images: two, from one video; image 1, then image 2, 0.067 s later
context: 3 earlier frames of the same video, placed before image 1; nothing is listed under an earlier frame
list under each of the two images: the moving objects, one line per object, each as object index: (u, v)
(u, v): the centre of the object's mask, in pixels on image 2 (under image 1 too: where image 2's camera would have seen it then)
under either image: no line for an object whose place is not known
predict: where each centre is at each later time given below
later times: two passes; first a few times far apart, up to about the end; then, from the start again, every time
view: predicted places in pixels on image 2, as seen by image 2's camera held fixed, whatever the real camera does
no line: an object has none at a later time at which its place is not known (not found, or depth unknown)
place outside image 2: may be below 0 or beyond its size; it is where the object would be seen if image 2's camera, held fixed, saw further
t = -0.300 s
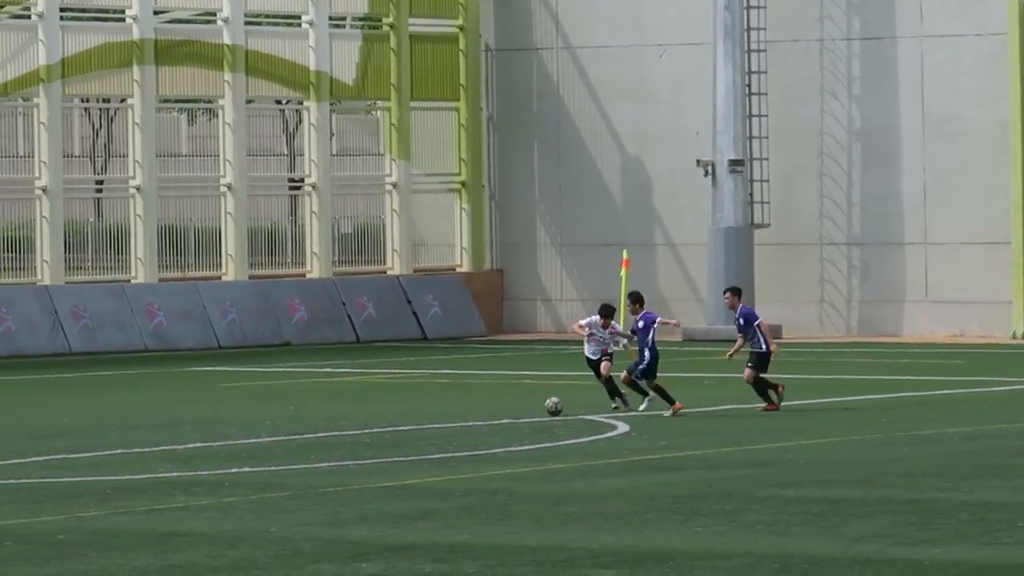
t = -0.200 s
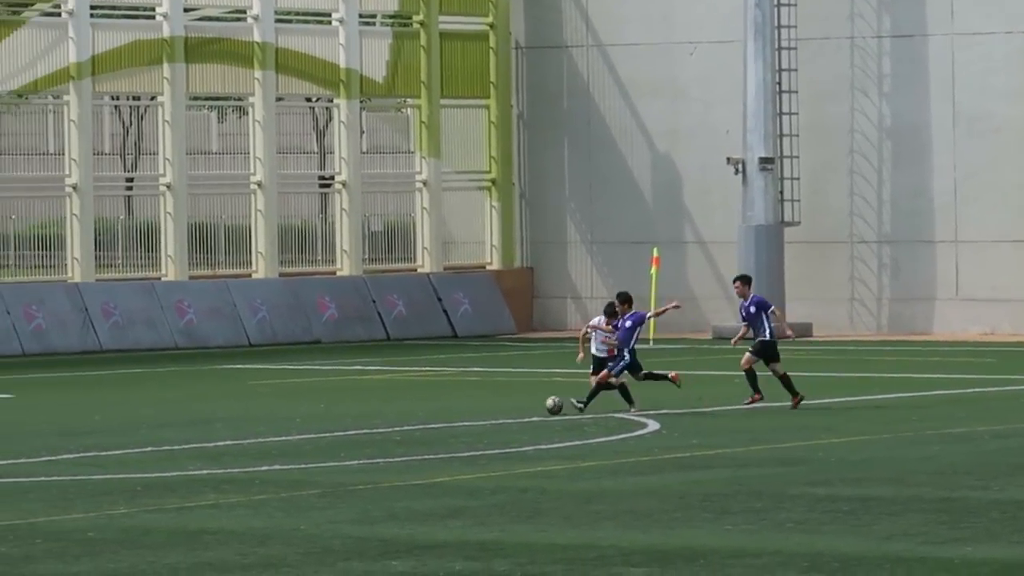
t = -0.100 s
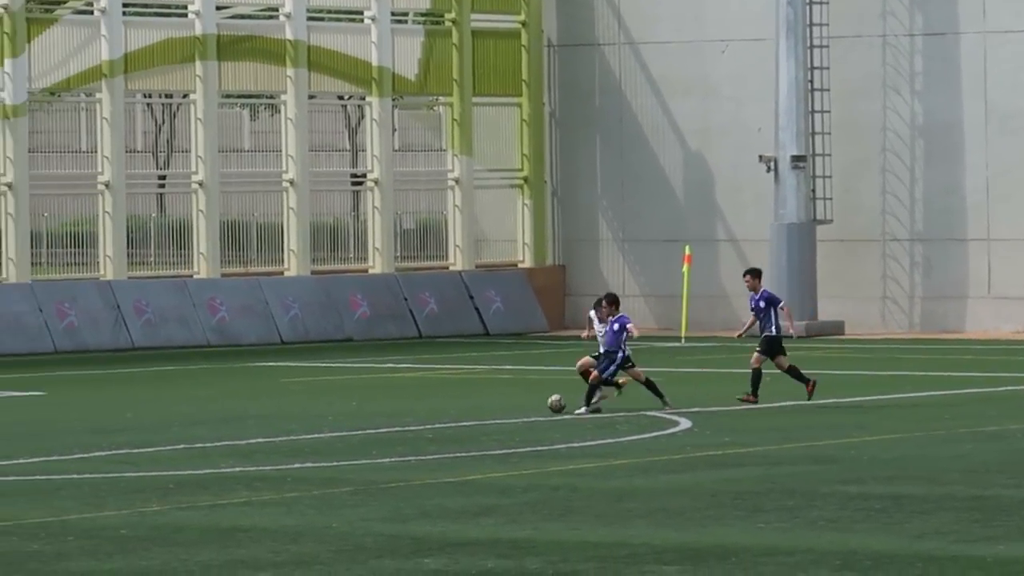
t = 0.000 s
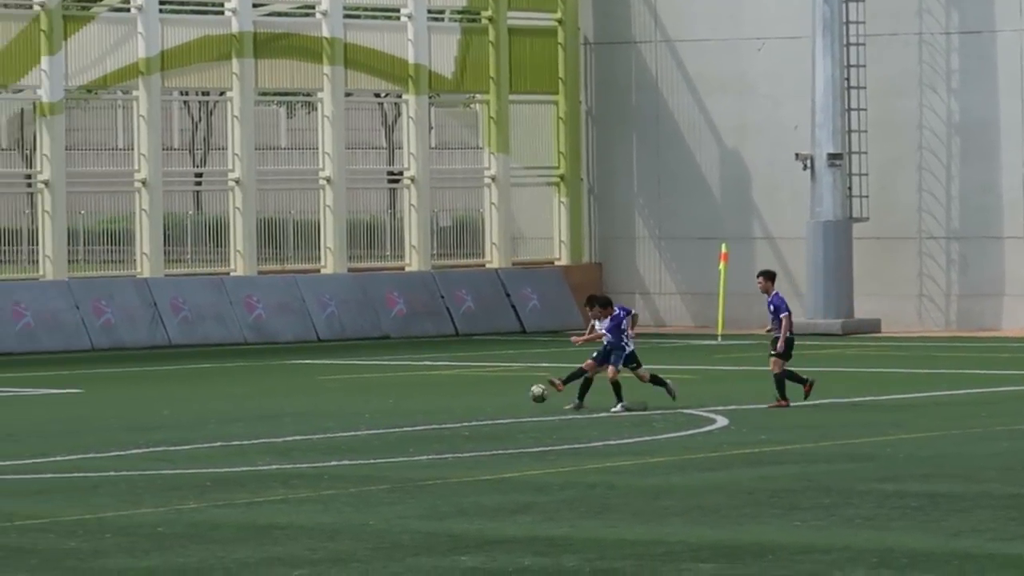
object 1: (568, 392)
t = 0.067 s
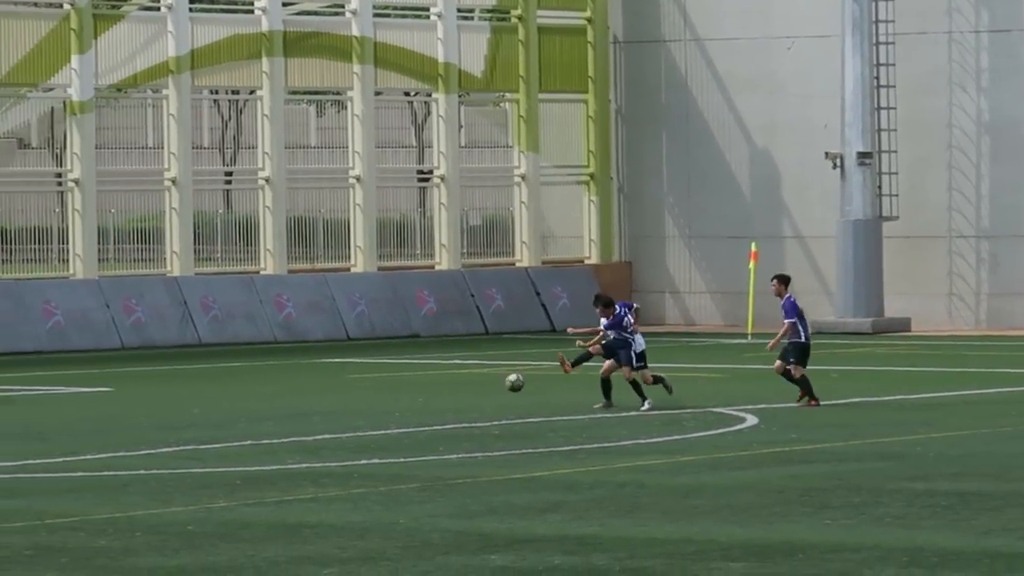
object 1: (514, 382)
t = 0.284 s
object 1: (345, 372)
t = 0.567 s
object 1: (136, 414)
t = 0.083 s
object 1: (501, 381)
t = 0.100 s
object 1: (488, 379)
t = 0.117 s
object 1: (474, 378)
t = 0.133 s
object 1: (462, 376)
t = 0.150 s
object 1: (448, 375)
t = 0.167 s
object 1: (435, 374)
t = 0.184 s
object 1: (422, 373)
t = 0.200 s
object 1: (409, 373)
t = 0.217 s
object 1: (396, 372)
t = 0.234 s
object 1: (384, 372)
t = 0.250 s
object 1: (371, 372)
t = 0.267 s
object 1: (358, 372)
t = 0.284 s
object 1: (345, 372)
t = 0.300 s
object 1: (333, 373)
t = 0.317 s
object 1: (320, 374)
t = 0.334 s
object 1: (308, 375)
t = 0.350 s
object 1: (295, 376)
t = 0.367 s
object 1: (283, 377)
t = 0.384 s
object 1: (271, 379)
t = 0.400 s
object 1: (258, 381)
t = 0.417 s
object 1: (245, 383)
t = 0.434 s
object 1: (232, 385)
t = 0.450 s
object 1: (220, 388)
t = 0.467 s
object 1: (208, 391)
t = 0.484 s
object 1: (196, 394)
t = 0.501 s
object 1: (184, 397)
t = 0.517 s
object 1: (171, 401)
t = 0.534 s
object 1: (160, 405)
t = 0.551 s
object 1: (148, 409)
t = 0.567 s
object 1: (136, 414)
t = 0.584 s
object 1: (125, 418)
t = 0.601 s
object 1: (112, 423)
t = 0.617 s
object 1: (102, 428)
